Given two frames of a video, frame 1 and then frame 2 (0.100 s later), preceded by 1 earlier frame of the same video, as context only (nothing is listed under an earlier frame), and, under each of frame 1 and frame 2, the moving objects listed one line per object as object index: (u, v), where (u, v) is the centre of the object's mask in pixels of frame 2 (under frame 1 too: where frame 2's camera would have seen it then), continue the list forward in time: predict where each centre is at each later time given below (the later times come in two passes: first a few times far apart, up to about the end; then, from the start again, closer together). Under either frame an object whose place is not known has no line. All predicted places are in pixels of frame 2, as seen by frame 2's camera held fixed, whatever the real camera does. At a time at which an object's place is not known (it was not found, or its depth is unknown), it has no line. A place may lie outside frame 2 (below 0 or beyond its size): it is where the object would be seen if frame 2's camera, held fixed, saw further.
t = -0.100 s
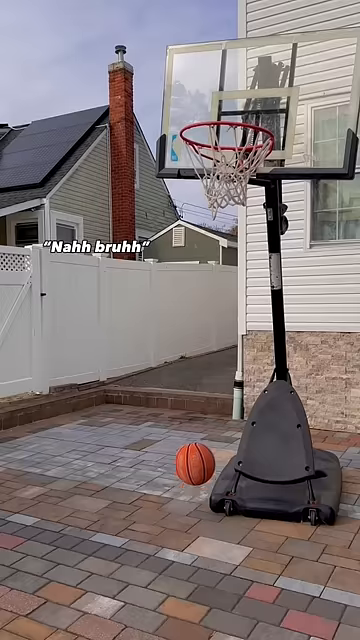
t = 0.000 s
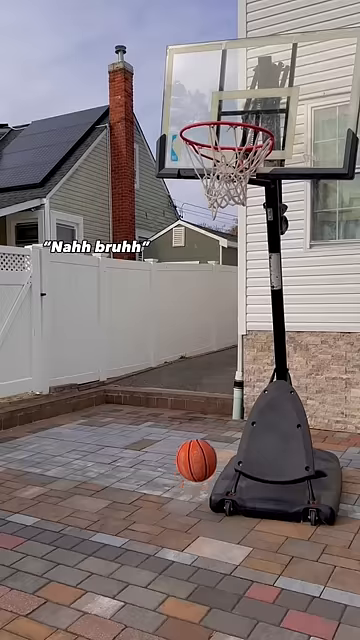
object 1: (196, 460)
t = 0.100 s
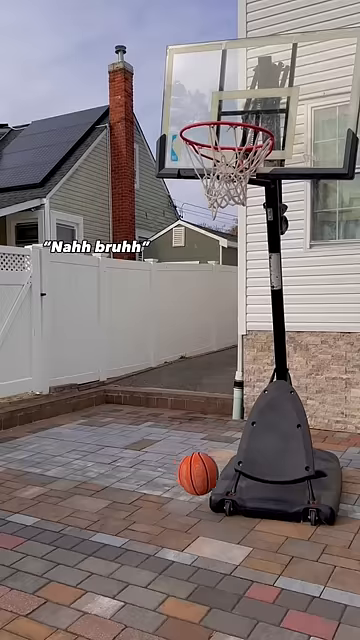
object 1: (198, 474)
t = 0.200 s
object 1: (200, 504)
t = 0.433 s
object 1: (200, 491)
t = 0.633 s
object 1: (198, 510)
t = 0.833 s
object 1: (197, 506)
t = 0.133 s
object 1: (198, 482)
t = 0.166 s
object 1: (199, 492)
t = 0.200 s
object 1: (200, 504)
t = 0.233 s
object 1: (201, 518)
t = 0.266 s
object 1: (201, 526)
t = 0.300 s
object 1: (201, 515)
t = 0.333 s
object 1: (200, 506)
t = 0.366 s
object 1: (200, 499)
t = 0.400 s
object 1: (200, 494)
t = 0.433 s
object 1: (200, 491)
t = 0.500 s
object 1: (199, 491)
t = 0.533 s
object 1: (199, 493)
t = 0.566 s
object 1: (198, 497)
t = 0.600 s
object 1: (198, 503)
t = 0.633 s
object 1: (198, 510)
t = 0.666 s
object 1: (197, 521)
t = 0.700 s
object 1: (197, 525)
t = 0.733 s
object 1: (197, 517)
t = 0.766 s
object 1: (197, 512)
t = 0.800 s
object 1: (197, 508)
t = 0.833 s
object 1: (197, 506)
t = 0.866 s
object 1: (197, 506)
